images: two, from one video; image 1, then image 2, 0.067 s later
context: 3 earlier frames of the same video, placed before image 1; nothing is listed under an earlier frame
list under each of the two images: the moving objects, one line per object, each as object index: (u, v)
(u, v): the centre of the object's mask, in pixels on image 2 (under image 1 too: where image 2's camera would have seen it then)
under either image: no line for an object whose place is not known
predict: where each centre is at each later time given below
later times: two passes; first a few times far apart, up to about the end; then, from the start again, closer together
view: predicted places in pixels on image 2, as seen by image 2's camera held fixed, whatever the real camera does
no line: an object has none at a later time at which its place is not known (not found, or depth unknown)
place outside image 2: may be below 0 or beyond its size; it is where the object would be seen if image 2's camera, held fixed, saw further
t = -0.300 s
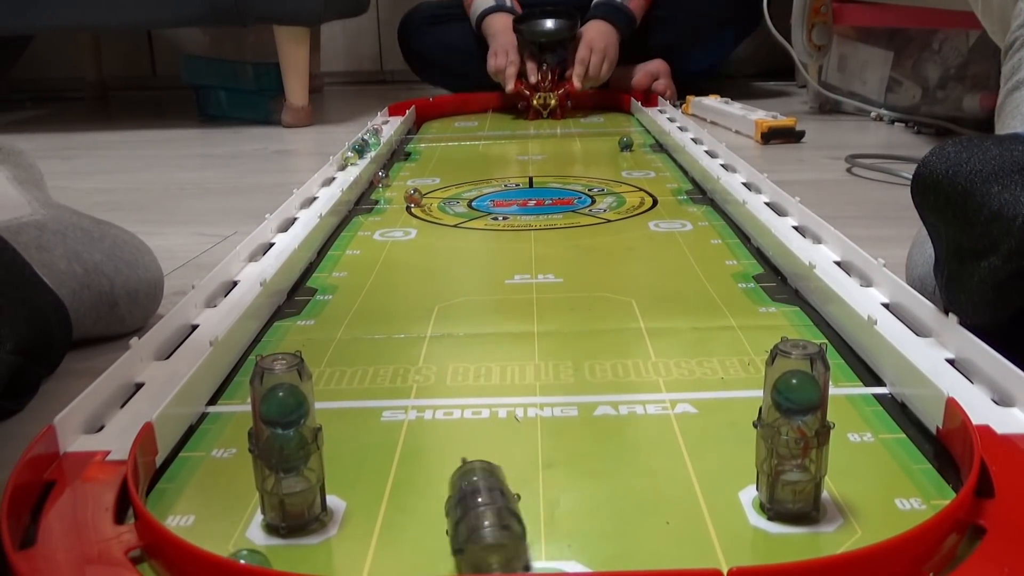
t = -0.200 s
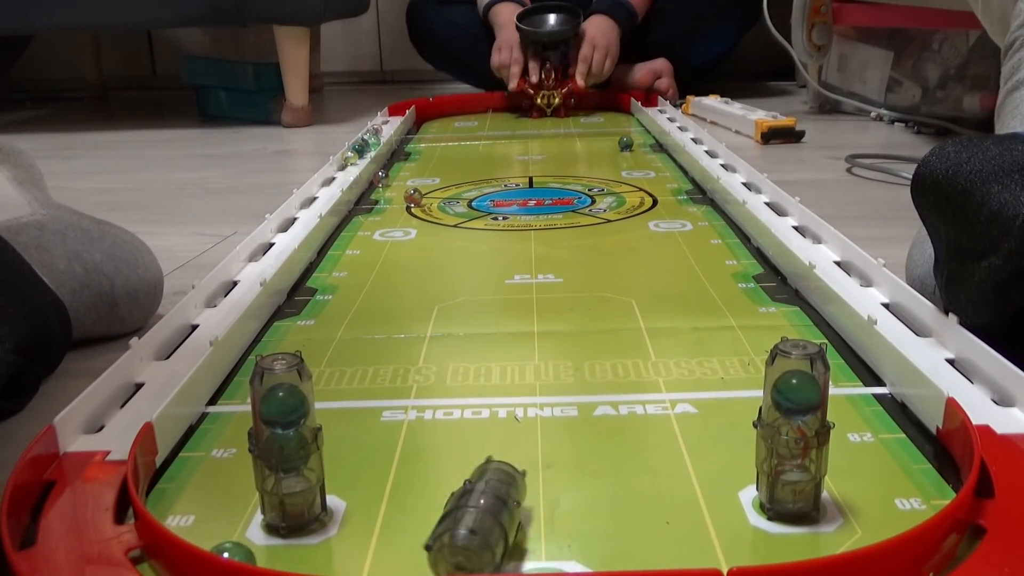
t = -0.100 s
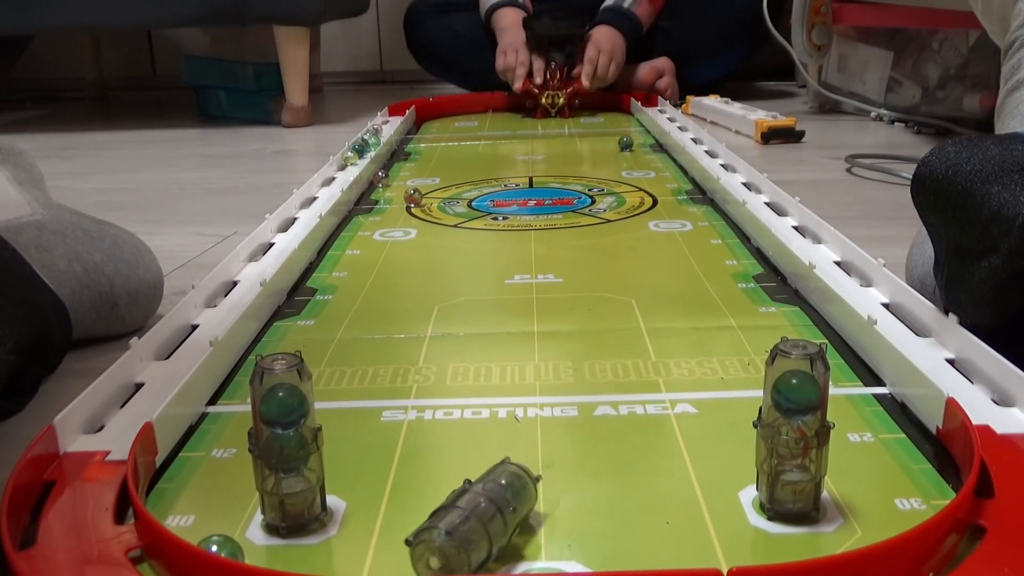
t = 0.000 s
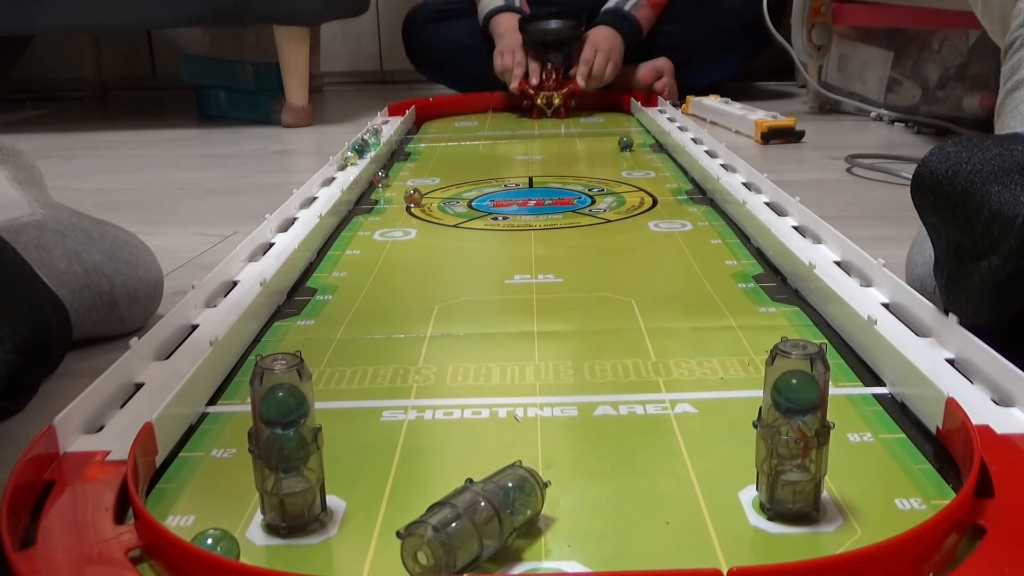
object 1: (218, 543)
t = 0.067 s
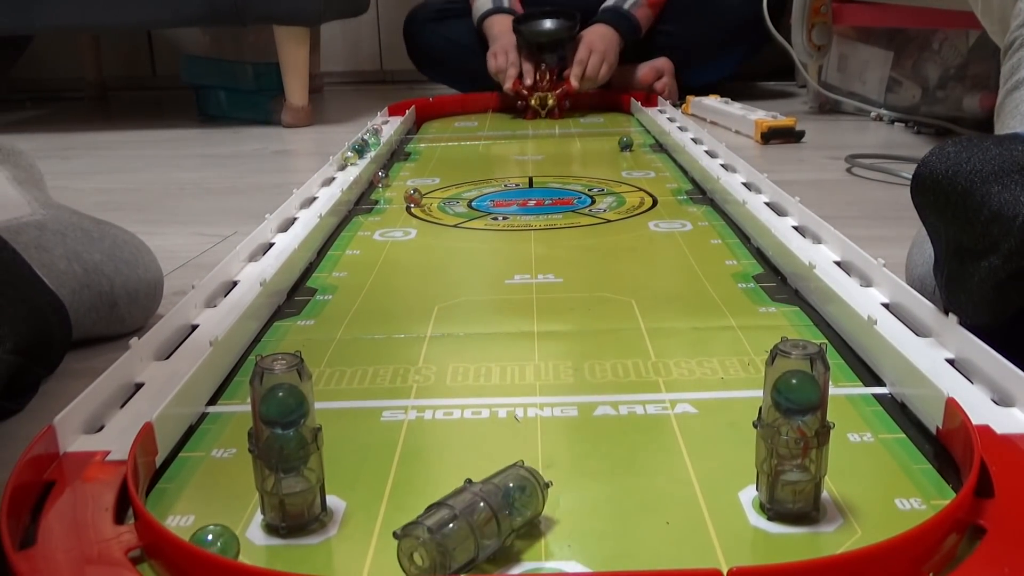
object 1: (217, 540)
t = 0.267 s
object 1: (229, 534)
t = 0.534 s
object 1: (251, 527)
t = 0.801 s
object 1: (262, 531)
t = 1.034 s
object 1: (258, 531)
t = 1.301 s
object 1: (261, 531)
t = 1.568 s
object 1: (258, 531)
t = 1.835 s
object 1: (259, 531)
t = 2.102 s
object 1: (259, 531)
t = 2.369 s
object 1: (259, 531)
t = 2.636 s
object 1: (259, 531)
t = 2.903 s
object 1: (259, 531)
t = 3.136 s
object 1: (259, 531)
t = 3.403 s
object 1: (259, 531)
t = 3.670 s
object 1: (259, 531)
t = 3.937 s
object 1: (259, 530)
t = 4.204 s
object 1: (259, 531)
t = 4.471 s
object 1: (259, 531)
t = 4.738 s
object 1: (259, 531)
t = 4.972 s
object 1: (259, 531)
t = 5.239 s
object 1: (259, 531)
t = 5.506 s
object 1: (259, 531)
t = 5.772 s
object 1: (259, 531)
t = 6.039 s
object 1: (259, 531)
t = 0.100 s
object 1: (217, 539)
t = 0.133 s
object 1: (218, 538)
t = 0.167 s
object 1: (219, 537)
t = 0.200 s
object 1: (222, 536)
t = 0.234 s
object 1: (225, 535)
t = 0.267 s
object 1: (229, 534)
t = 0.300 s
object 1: (232, 533)
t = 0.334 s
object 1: (236, 531)
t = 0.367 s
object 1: (239, 529)
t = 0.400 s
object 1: (244, 527)
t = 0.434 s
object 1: (248, 526)
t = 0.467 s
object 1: (249, 526)
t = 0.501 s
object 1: (250, 526)
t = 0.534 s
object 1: (251, 527)
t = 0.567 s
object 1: (252, 527)
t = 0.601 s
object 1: (253, 528)
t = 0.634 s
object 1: (255, 528)
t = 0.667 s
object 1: (256, 530)
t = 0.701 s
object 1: (258, 531)
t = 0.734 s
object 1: (259, 531)
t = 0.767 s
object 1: (261, 531)
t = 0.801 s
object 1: (262, 531)
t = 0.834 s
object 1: (262, 532)
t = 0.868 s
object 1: (262, 531)
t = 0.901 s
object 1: (261, 531)
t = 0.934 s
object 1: (261, 531)
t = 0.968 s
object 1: (260, 531)
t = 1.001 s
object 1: (259, 531)
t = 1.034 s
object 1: (258, 531)
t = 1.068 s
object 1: (258, 530)
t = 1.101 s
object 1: (258, 530)
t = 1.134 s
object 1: (258, 530)
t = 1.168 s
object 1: (258, 531)
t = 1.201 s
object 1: (259, 531)
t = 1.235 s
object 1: (260, 531)
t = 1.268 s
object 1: (260, 531)
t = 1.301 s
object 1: (261, 531)
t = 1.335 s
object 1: (261, 531)
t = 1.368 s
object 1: (261, 531)
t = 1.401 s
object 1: (260, 531)
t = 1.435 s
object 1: (260, 531)
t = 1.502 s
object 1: (259, 531)
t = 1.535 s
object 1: (259, 531)
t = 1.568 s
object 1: (258, 531)
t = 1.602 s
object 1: (258, 531)
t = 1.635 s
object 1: (259, 531)
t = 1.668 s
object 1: (259, 531)
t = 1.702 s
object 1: (259, 531)
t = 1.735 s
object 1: (259, 531)
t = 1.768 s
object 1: (260, 531)
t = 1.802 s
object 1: (259, 531)
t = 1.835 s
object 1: (259, 531)
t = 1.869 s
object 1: (259, 531)
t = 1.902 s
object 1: (259, 531)
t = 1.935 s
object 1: (259, 531)
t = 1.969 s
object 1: (259, 531)
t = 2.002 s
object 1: (259, 531)
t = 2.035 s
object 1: (259, 531)
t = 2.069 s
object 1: (259, 531)
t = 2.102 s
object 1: (259, 531)
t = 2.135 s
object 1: (259, 531)
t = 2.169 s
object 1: (259, 531)
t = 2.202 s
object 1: (259, 530)
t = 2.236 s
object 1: (259, 531)
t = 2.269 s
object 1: (259, 531)
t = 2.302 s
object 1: (259, 531)
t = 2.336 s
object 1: (259, 531)
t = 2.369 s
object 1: (259, 531)
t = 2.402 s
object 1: (259, 531)
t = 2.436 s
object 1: (259, 531)
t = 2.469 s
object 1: (259, 531)
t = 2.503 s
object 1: (259, 531)
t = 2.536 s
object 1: (259, 531)
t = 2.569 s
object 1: (259, 531)
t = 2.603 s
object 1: (259, 531)
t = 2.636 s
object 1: (259, 531)
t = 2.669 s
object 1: (259, 531)
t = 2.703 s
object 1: (259, 531)
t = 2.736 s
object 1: (259, 531)
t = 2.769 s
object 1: (259, 531)
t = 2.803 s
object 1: (259, 531)
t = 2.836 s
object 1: (259, 531)
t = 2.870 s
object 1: (259, 531)
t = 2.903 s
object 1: (259, 531)
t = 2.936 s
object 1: (259, 531)
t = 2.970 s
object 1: (259, 531)
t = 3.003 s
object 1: (259, 531)
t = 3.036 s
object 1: (259, 531)
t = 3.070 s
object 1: (259, 531)
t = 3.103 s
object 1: (259, 531)
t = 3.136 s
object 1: (259, 531)
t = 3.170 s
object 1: (259, 531)
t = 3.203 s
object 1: (259, 531)
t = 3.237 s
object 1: (259, 531)
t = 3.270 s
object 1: (259, 531)
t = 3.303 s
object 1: (259, 531)
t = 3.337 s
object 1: (259, 531)
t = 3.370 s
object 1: (259, 531)
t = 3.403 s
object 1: (259, 531)
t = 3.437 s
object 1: (259, 531)
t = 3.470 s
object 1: (259, 531)
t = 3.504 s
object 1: (259, 531)
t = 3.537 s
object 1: (259, 531)
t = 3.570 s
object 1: (259, 531)
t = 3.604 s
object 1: (259, 531)
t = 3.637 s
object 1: (259, 531)
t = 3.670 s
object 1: (259, 531)
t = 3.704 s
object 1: (259, 531)
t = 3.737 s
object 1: (259, 531)
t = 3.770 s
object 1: (259, 531)
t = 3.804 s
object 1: (259, 531)
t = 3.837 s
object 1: (259, 531)
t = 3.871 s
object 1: (259, 530)
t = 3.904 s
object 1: (259, 531)
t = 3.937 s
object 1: (259, 530)
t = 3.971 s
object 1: (259, 531)
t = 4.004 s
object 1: (259, 530)
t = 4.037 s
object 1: (259, 531)
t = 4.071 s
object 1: (259, 531)
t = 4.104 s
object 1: (259, 531)
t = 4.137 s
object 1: (259, 531)
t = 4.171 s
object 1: (259, 531)
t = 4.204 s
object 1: (259, 531)
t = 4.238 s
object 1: (259, 531)
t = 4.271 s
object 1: (259, 531)
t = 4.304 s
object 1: (259, 531)
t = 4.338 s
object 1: (259, 531)
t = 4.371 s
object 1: (259, 531)
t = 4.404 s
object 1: (259, 531)
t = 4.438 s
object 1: (259, 531)
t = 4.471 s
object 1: (259, 531)
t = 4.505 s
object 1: (259, 531)
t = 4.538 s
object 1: (259, 531)
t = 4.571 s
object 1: (259, 531)
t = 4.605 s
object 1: (259, 531)
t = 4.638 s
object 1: (259, 531)
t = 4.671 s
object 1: (259, 531)
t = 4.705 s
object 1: (259, 531)
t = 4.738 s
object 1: (259, 531)
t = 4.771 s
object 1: (259, 531)
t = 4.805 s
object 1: (259, 531)
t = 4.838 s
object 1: (259, 531)
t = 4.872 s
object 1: (259, 531)
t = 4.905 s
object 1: (259, 531)
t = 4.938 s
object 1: (259, 531)
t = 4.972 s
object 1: (259, 531)
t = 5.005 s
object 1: (259, 531)
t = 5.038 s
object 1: (259, 531)
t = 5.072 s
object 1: (259, 531)
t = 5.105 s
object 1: (259, 531)
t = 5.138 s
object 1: (259, 531)
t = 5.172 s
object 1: (259, 531)
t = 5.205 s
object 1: (259, 531)
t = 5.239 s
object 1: (259, 531)
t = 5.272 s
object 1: (259, 531)
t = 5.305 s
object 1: (259, 531)
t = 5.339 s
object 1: (259, 531)
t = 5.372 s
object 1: (259, 531)
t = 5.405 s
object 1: (259, 531)
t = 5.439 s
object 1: (259, 531)
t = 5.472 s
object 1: (259, 530)
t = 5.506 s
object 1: (259, 531)
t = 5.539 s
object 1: (259, 531)
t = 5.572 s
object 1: (259, 531)
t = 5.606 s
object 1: (259, 531)
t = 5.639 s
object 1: (259, 531)
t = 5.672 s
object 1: (259, 531)
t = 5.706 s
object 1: (259, 531)
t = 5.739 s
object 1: (259, 531)
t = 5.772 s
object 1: (259, 531)
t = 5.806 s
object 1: (259, 531)
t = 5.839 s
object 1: (259, 531)
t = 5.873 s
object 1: (259, 531)
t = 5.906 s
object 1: (259, 531)
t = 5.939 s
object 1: (259, 531)
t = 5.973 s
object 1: (259, 531)
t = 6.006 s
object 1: (259, 531)
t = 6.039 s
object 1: (259, 531)
